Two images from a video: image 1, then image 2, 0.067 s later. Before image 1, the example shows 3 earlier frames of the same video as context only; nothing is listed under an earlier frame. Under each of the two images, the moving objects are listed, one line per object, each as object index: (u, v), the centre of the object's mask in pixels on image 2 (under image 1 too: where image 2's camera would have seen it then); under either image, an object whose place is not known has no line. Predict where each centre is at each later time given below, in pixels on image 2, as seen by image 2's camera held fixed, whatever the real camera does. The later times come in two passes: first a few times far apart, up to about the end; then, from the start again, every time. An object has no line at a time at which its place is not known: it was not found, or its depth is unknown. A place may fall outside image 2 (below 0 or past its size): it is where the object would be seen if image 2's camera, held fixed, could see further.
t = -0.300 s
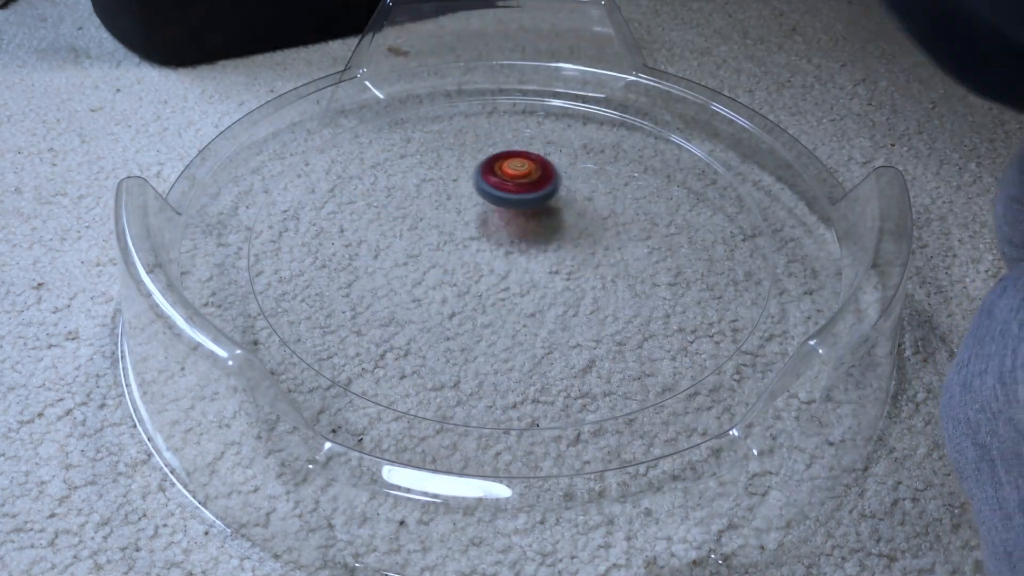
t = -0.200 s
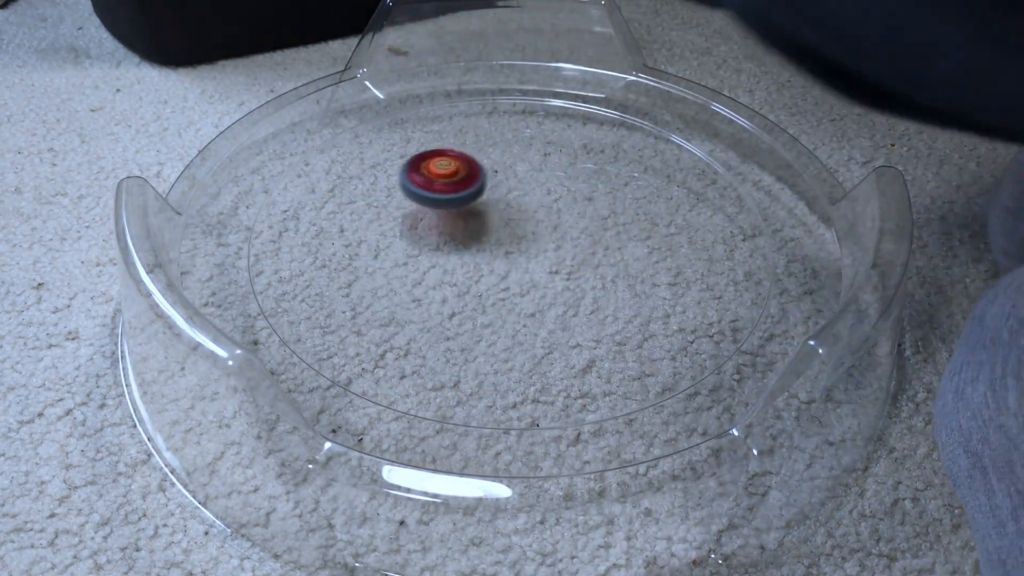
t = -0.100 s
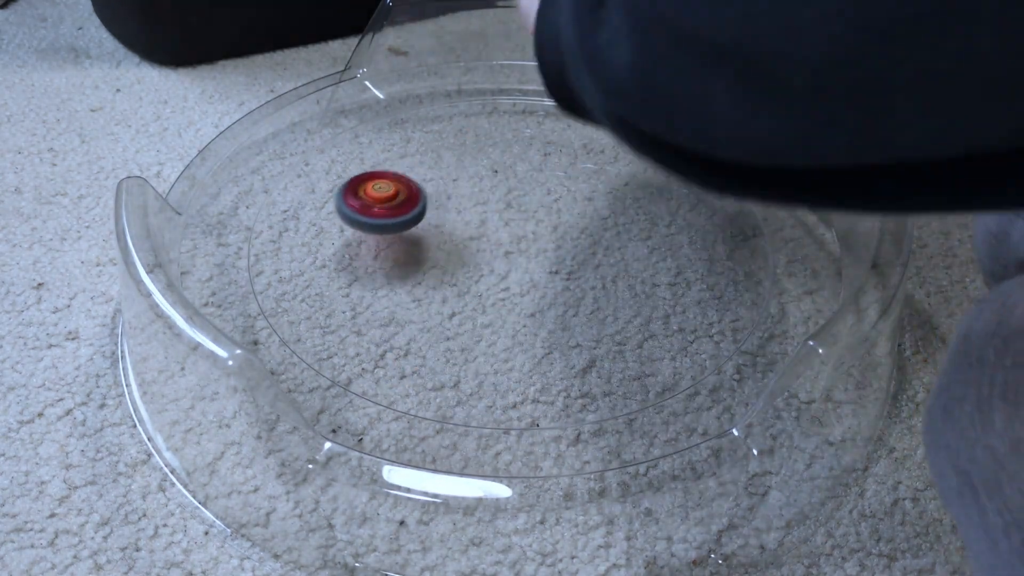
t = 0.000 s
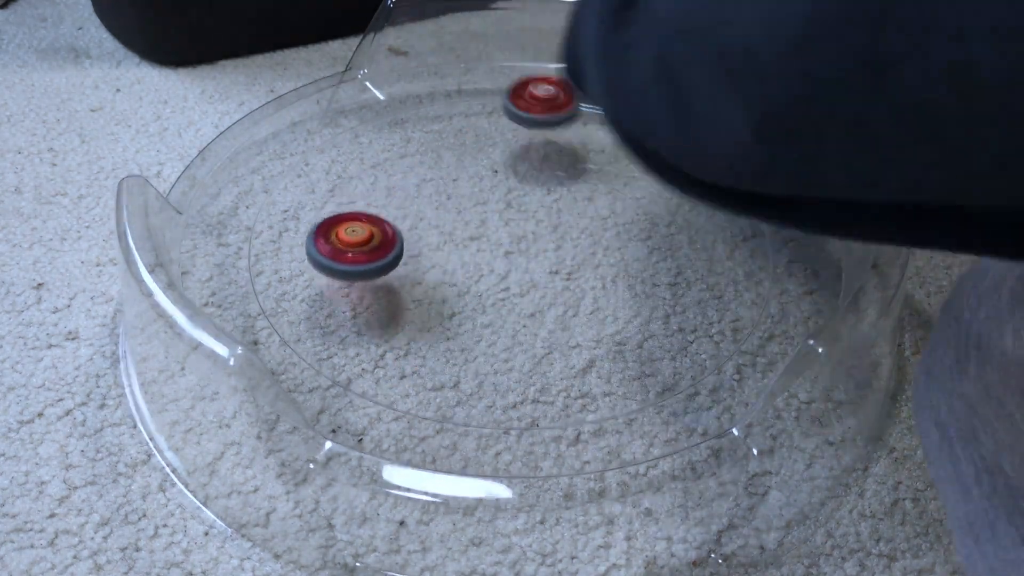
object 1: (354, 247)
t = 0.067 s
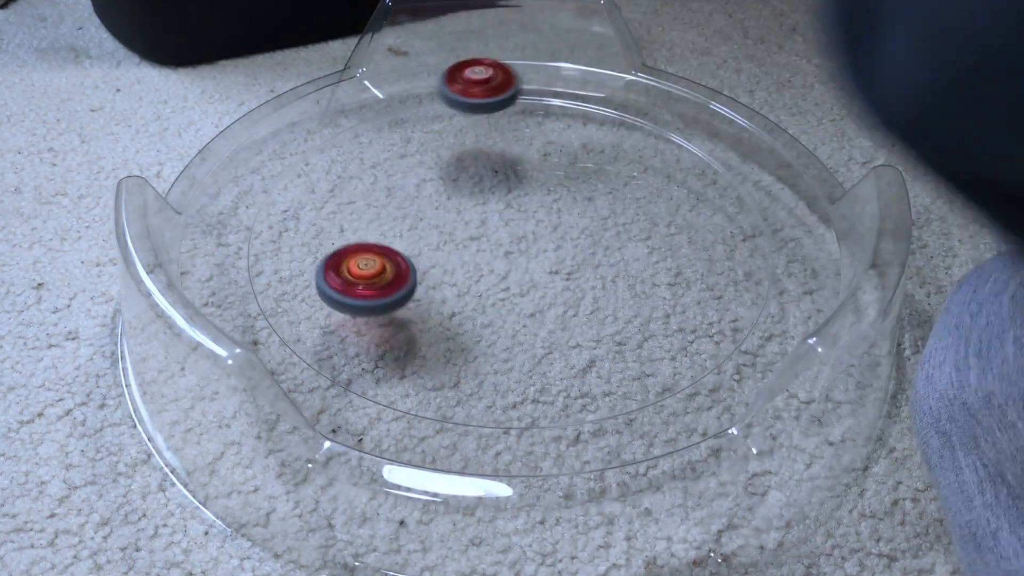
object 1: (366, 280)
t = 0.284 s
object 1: (537, 320)
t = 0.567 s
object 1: (596, 194)
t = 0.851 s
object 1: (424, 160)
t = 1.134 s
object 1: (425, 284)
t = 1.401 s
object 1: (623, 263)
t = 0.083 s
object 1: (373, 288)
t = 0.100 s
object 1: (382, 295)
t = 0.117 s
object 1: (393, 303)
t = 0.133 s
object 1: (404, 309)
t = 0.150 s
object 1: (417, 314)
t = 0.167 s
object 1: (432, 319)
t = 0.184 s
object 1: (447, 322)
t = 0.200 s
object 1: (461, 325)
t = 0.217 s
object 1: (477, 326)
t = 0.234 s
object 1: (492, 326)
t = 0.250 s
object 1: (508, 325)
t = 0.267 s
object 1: (522, 323)
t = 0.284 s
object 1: (537, 320)
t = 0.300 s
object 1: (550, 316)
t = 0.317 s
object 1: (563, 311)
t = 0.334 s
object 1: (574, 305)
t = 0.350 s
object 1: (583, 298)
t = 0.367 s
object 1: (592, 291)
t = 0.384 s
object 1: (599, 283)
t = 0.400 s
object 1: (605, 275)
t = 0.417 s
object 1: (610, 267)
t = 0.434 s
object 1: (613, 259)
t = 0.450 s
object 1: (615, 251)
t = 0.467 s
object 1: (616, 242)
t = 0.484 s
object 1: (615, 233)
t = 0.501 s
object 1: (614, 225)
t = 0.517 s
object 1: (611, 217)
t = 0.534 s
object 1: (607, 209)
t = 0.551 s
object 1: (602, 201)
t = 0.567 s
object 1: (596, 194)
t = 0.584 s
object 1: (589, 188)
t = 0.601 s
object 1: (582, 182)
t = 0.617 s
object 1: (573, 176)
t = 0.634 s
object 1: (564, 171)
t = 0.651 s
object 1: (555, 166)
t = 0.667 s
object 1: (545, 161)
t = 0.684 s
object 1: (535, 158)
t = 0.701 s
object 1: (523, 155)
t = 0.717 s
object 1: (512, 153)
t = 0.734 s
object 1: (501, 151)
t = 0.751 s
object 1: (490, 150)
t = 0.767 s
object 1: (478, 150)
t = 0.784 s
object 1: (467, 151)
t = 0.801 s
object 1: (456, 152)
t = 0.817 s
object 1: (445, 154)
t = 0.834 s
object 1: (434, 157)
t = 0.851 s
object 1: (424, 160)
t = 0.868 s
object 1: (415, 165)
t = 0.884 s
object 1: (406, 170)
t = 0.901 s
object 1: (398, 176)
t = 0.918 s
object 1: (391, 182)
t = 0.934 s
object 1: (386, 189)
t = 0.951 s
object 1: (381, 196)
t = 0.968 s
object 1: (378, 205)
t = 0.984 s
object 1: (376, 213)
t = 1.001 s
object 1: (375, 221)
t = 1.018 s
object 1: (376, 230)
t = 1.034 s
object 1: (379, 239)
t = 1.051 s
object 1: (383, 247)
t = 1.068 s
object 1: (389, 256)
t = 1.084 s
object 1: (396, 264)
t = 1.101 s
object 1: (404, 271)
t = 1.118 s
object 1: (414, 278)
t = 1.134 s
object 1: (425, 284)
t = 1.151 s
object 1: (437, 290)
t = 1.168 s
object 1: (450, 295)
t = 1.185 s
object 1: (464, 299)
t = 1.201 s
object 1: (478, 302)
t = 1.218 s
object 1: (492, 303)
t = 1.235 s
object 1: (507, 304)
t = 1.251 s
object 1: (521, 304)
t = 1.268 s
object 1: (535, 302)
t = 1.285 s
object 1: (549, 300)
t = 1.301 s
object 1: (562, 297)
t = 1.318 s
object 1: (575, 293)
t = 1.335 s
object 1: (587, 288)
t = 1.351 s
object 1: (597, 283)
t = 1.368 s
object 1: (607, 276)
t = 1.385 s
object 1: (616, 270)
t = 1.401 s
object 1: (623, 263)
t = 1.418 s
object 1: (630, 256)
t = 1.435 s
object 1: (635, 248)
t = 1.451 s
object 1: (638, 240)
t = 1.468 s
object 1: (640, 232)
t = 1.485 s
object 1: (642, 225)
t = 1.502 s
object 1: (642, 216)
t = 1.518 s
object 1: (641, 209)
